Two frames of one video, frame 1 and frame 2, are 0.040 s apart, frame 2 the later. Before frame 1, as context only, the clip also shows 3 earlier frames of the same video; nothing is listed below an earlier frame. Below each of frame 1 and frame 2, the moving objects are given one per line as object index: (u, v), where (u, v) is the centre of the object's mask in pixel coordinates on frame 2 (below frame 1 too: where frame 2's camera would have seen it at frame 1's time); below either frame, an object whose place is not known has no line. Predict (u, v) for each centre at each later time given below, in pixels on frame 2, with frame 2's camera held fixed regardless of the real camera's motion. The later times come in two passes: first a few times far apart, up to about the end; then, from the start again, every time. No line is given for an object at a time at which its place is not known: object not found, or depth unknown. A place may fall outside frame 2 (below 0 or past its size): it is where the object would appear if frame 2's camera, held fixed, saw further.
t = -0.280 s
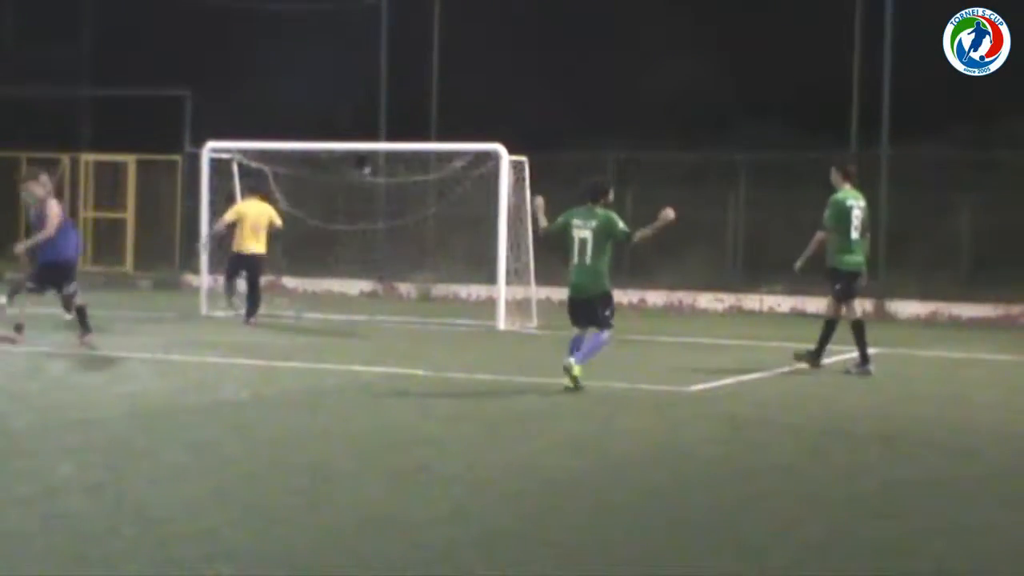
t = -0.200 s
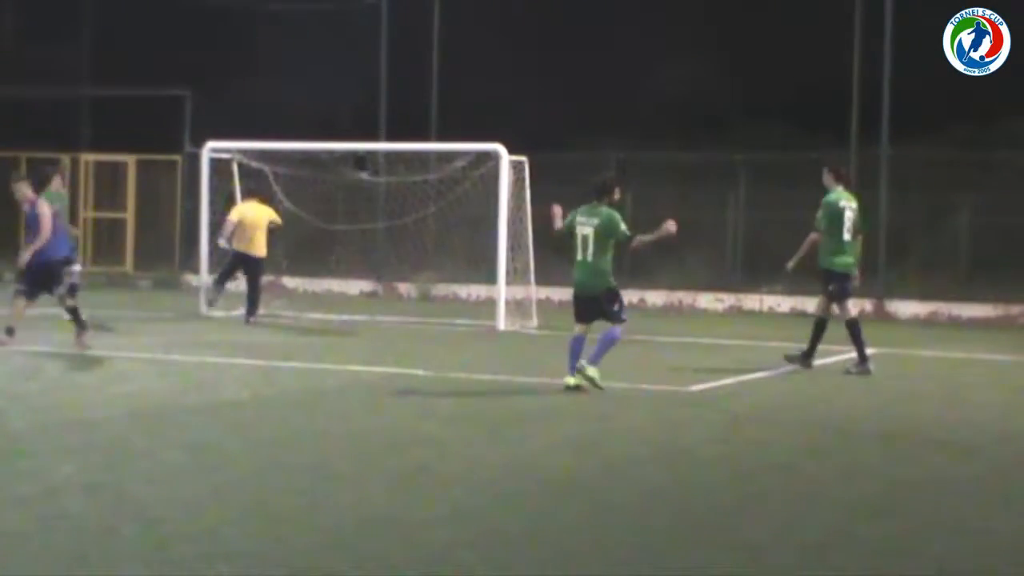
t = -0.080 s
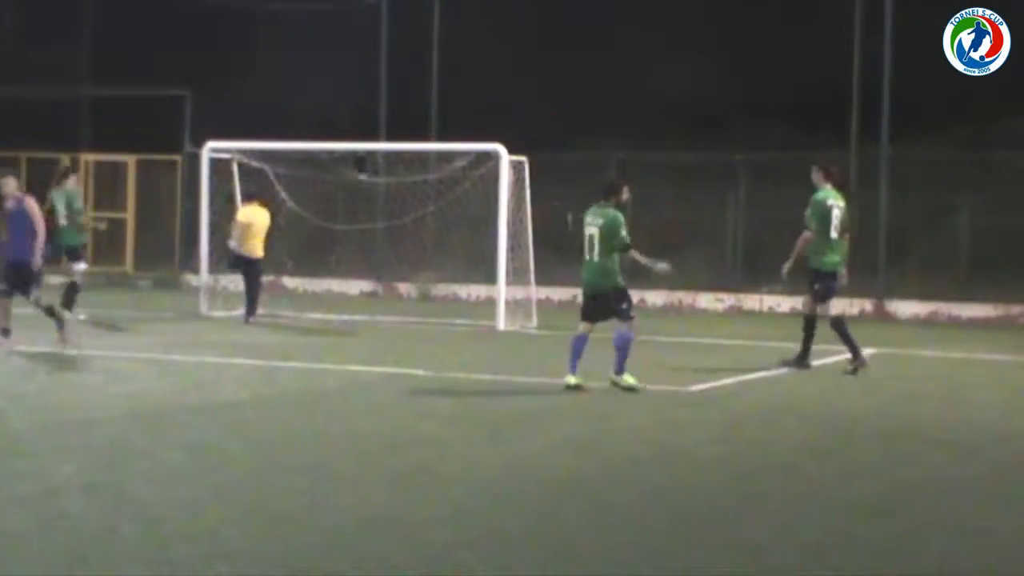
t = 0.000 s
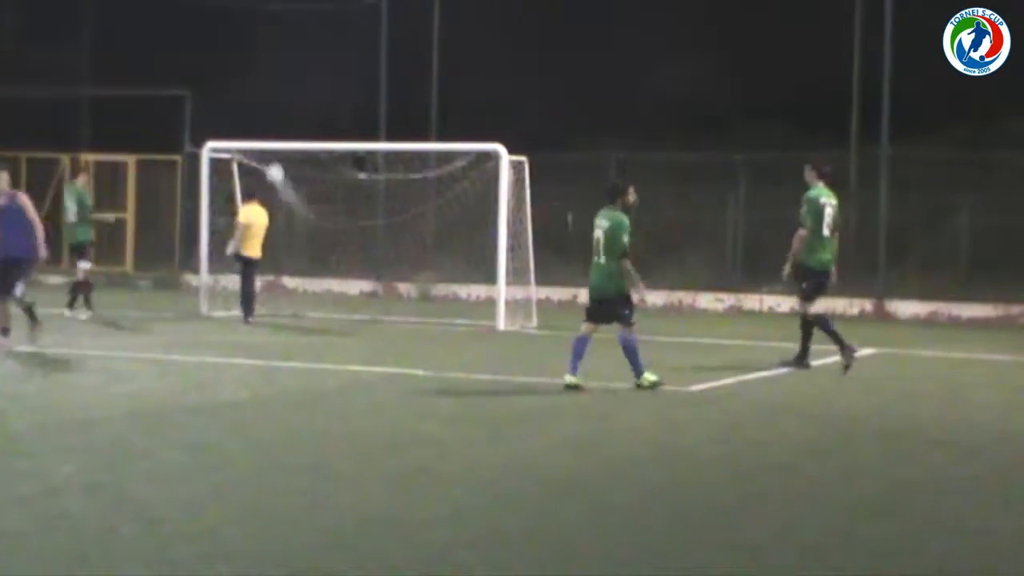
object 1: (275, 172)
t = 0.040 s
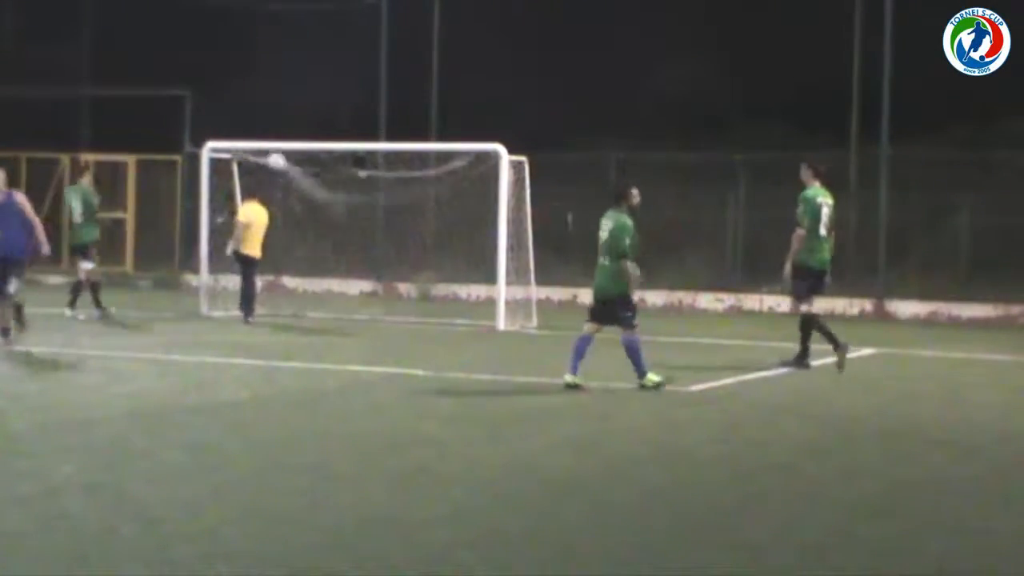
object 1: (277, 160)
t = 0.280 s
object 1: (298, 154)
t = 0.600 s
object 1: (335, 227)
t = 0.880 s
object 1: (356, 282)
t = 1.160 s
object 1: (354, 226)
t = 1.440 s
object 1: (349, 233)
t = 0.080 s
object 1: (277, 155)
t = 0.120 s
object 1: (281, 152)
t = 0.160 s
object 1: (284, 152)
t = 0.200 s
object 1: (287, 140)
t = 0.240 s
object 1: (294, 152)
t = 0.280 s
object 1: (298, 154)
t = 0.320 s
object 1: (302, 157)
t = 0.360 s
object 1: (307, 163)
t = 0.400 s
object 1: (312, 170)
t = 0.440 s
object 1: (317, 178)
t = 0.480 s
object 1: (322, 189)
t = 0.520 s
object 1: (326, 201)
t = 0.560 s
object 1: (330, 213)
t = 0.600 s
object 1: (335, 227)
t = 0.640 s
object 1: (340, 243)
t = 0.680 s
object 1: (344, 259)
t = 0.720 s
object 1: (349, 276)
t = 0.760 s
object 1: (354, 296)
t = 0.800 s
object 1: (357, 309)
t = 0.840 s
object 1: (356, 295)
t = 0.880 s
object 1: (356, 282)
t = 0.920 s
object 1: (356, 270)
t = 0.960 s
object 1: (356, 259)
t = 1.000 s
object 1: (355, 250)
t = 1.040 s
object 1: (355, 242)
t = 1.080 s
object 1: (355, 236)
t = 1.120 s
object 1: (354, 230)
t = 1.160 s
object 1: (354, 226)
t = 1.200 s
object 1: (353, 223)
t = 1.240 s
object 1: (352, 222)
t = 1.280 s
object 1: (351, 221)
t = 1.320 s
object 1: (351, 222)
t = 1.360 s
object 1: (350, 224)
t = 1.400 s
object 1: (349, 228)
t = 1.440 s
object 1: (349, 233)
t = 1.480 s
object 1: (348, 239)
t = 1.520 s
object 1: (347, 246)
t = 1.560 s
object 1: (346, 254)
